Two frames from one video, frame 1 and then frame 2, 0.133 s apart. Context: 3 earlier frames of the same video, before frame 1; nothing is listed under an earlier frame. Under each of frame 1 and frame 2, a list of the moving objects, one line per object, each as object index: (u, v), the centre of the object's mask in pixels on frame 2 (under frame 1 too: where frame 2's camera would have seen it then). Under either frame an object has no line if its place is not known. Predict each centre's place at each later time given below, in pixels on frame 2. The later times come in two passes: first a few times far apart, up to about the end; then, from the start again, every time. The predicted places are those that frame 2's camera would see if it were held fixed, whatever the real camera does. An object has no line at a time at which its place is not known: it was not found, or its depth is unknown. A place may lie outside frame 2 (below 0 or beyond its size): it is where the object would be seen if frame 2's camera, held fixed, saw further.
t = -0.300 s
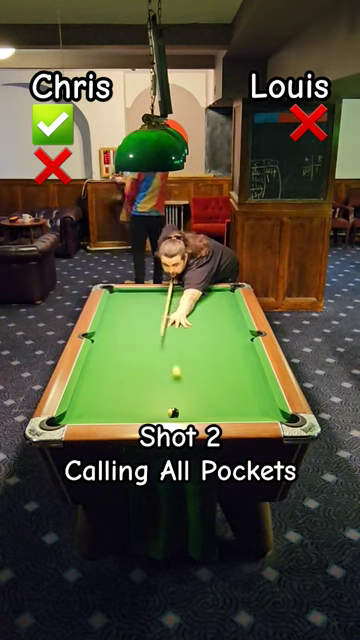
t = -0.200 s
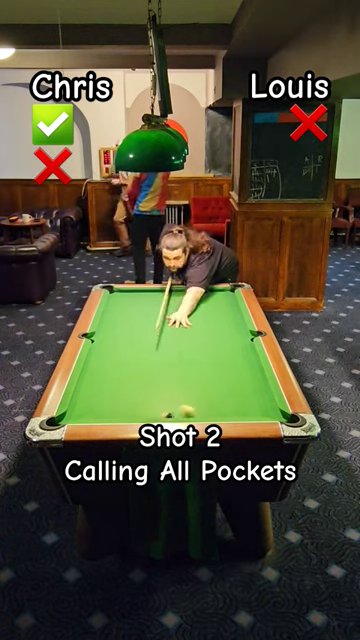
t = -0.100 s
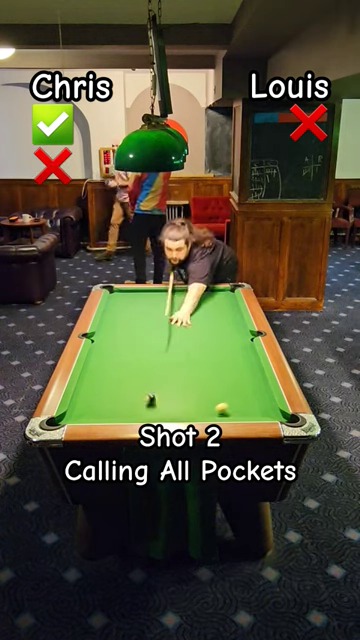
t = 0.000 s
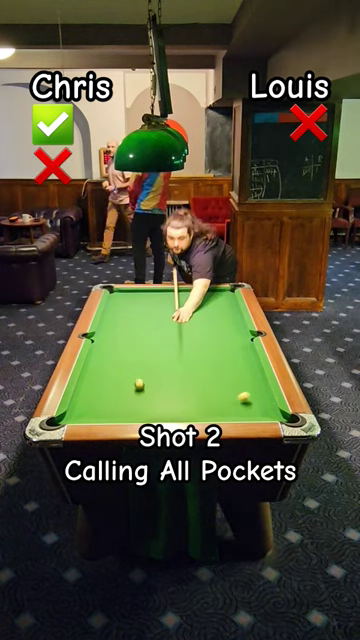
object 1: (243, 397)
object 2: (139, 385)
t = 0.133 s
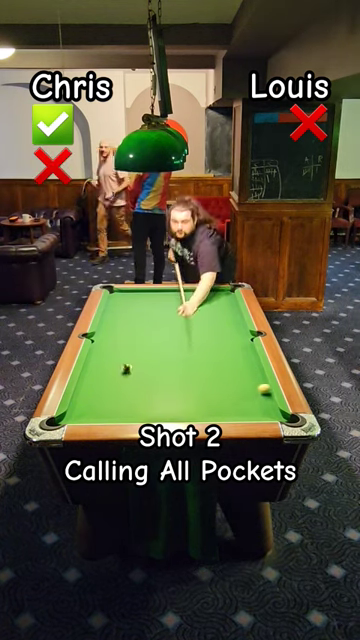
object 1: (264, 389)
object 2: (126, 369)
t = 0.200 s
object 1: (255, 388)
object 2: (121, 361)
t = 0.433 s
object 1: (227, 386)
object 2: (102, 338)
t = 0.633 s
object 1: (204, 385)
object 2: (116, 324)
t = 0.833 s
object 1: (182, 384)
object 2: (137, 312)
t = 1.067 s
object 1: (158, 383)
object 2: (160, 300)
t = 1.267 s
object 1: (139, 381)
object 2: (178, 291)
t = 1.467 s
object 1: (121, 380)
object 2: (196, 295)
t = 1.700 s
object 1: (101, 378)
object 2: (220, 303)
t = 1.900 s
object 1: (85, 377)
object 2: (234, 310)
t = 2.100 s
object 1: (94, 376)
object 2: (222, 317)
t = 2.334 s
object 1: (106, 375)
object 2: (207, 325)
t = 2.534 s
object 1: (116, 374)
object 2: (194, 333)
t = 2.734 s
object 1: (125, 373)
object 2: (180, 341)
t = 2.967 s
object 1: (135, 372)
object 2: (163, 350)
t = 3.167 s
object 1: (142, 372)
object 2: (148, 359)
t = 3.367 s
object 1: (148, 371)
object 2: (132, 367)
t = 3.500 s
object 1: (152, 371)
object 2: (121, 374)
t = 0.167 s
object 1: (259, 388)
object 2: (123, 364)
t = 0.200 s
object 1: (255, 388)
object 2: (121, 361)
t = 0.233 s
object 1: (250, 388)
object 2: (117, 357)
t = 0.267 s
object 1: (246, 388)
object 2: (115, 354)
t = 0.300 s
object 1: (242, 388)
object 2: (112, 351)
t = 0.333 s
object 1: (238, 387)
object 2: (110, 347)
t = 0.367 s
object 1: (234, 387)
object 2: (108, 344)
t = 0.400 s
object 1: (230, 387)
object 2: (105, 341)
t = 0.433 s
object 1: (227, 386)
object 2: (102, 338)
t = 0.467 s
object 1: (223, 386)
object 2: (100, 335)
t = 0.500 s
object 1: (219, 386)
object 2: (99, 332)
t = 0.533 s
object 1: (215, 386)
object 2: (103, 331)
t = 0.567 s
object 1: (211, 386)
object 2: (107, 327)
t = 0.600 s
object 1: (208, 386)
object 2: (112, 325)
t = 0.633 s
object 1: (204, 385)
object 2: (116, 324)
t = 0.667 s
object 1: (200, 385)
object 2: (119, 321)
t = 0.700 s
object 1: (197, 385)
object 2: (123, 320)
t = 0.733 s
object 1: (193, 385)
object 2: (127, 318)
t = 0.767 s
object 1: (189, 384)
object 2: (131, 315)
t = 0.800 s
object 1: (186, 384)
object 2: (135, 314)
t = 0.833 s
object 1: (182, 384)
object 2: (137, 312)
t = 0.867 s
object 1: (178, 384)
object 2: (141, 310)
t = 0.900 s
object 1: (175, 384)
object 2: (145, 309)
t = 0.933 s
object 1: (172, 383)
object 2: (148, 306)
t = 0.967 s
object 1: (168, 383)
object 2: (151, 304)
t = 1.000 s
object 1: (165, 383)
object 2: (155, 304)
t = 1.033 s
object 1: (162, 383)
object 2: (157, 301)
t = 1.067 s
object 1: (158, 383)
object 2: (160, 300)
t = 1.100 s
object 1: (155, 382)
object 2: (163, 299)
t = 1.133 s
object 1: (151, 382)
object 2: (166, 296)
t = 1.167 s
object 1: (148, 382)
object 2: (169, 296)
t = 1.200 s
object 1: (145, 381)
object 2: (171, 294)
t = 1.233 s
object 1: (142, 381)
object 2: (174, 292)
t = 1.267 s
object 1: (139, 381)
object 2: (178, 291)
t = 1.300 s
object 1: (136, 381)
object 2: (179, 290)
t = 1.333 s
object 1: (133, 380)
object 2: (183, 291)
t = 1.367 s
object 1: (129, 380)
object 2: (187, 293)
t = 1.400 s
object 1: (126, 380)
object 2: (190, 293)
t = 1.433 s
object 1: (124, 380)
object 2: (193, 295)
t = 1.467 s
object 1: (121, 380)
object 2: (196, 295)
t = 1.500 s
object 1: (118, 379)
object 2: (200, 297)
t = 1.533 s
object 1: (115, 379)
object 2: (203, 298)
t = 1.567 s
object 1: (112, 379)
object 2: (206, 299)
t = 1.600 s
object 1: (109, 379)
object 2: (210, 300)
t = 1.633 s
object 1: (106, 378)
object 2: (213, 301)
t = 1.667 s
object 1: (104, 378)
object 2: (217, 302)
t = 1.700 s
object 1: (101, 378)
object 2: (220, 303)
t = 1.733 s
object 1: (98, 378)
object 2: (224, 304)
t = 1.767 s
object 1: (96, 378)
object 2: (227, 305)
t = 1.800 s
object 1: (93, 377)
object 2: (231, 306)
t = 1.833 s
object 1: (90, 377)
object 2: (235, 308)
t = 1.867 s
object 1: (88, 377)
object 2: (236, 308)
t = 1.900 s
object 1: (85, 377)
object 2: (234, 310)
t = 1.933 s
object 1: (84, 377)
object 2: (232, 311)
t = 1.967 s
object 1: (86, 376)
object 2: (230, 312)
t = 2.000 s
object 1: (88, 376)
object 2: (228, 313)
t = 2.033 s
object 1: (90, 376)
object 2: (225, 315)
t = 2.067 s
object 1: (92, 376)
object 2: (224, 316)
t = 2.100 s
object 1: (94, 376)
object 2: (222, 317)
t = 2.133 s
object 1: (96, 376)
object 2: (220, 318)
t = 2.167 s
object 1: (97, 376)
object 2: (218, 319)
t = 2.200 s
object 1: (99, 375)
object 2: (216, 321)
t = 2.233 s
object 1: (101, 375)
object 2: (213, 322)
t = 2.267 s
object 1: (103, 375)
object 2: (211, 323)
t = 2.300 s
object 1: (105, 375)
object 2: (209, 324)
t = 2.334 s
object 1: (106, 375)
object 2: (207, 325)
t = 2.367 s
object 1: (108, 374)
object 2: (205, 327)
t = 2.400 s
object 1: (110, 374)
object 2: (202, 328)
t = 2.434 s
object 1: (111, 374)
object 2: (200, 329)
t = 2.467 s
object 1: (113, 374)
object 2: (198, 330)
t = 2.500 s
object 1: (114, 374)
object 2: (196, 331)
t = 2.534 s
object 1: (116, 374)
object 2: (194, 333)
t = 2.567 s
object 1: (118, 374)
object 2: (191, 334)
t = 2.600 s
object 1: (119, 373)
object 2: (189, 336)
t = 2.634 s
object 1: (121, 373)
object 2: (187, 337)
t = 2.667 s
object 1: (122, 373)
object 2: (185, 338)
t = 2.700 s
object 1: (124, 373)
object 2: (182, 340)
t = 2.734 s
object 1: (125, 373)
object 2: (180, 341)
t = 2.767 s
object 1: (127, 373)
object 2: (177, 342)
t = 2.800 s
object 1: (128, 373)
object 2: (175, 343)
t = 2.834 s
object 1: (129, 373)
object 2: (173, 345)
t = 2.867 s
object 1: (131, 373)
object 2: (170, 346)
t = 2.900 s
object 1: (132, 372)
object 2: (168, 348)
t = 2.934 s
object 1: (133, 372)
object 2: (166, 349)
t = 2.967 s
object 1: (135, 372)
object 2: (163, 350)
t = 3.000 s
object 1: (136, 372)
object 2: (161, 351)
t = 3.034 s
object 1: (137, 372)
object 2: (158, 353)
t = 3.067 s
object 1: (138, 372)
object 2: (156, 354)
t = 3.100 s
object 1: (139, 372)
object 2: (153, 356)
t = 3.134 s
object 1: (141, 372)
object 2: (150, 357)
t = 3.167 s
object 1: (142, 372)
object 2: (148, 359)
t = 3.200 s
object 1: (143, 372)
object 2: (145, 360)
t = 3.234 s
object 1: (144, 372)
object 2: (143, 361)
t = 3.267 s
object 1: (145, 371)
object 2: (140, 362)
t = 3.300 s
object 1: (146, 371)
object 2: (137, 365)
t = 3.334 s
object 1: (147, 371)
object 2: (135, 366)
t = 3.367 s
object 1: (148, 371)
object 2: (132, 367)
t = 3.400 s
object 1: (149, 371)
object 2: (129, 369)
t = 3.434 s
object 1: (150, 371)
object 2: (127, 370)
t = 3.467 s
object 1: (151, 371)
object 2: (124, 372)
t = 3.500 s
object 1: (152, 371)
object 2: (121, 374)
